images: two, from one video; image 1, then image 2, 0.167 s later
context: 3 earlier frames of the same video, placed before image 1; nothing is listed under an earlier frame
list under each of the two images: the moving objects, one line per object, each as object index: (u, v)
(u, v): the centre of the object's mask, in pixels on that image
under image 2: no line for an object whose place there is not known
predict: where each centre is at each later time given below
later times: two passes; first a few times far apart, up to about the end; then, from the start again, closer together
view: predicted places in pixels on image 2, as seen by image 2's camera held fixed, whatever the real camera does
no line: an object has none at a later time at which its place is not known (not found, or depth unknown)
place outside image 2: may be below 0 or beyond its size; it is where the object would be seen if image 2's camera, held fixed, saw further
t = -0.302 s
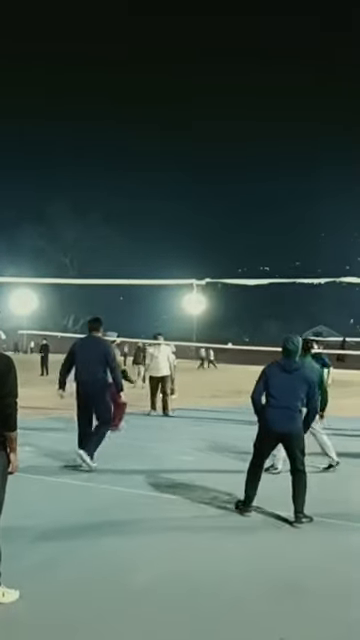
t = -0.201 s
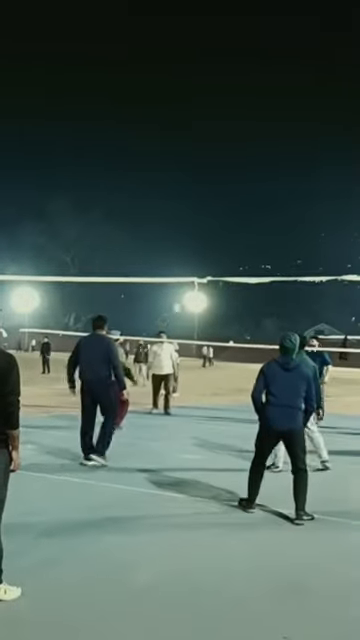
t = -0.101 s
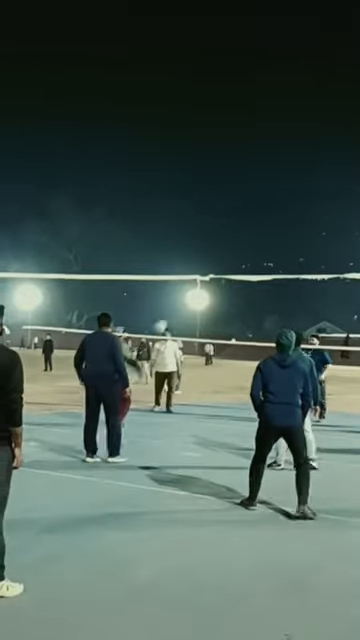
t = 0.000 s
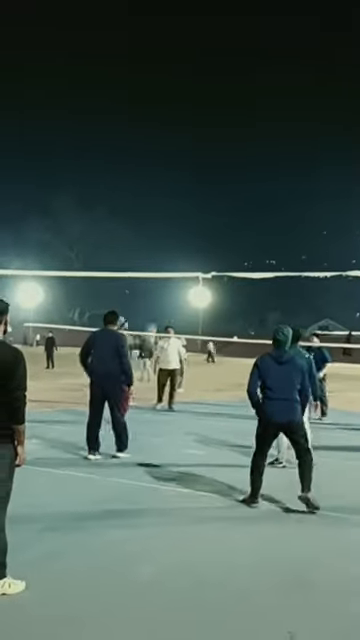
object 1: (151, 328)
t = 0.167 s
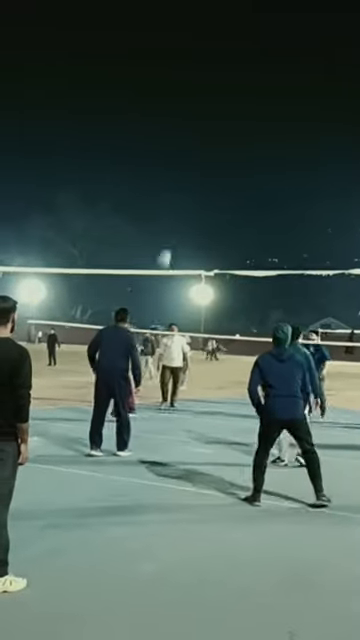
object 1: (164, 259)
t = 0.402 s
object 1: (181, 185)
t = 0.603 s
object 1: (194, 147)
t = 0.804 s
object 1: (207, 132)
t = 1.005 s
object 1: (220, 143)
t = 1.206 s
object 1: (232, 181)
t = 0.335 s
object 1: (176, 203)
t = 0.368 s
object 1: (179, 194)
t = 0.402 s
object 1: (181, 185)
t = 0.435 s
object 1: (183, 177)
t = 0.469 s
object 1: (185, 170)
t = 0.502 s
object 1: (187, 163)
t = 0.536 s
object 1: (190, 156)
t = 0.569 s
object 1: (192, 151)
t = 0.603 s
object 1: (194, 147)
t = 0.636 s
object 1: (196, 142)
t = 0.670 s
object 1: (198, 139)
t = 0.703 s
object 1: (201, 137)
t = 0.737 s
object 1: (203, 134)
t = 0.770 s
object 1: (205, 133)
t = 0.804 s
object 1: (207, 132)
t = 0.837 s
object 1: (209, 132)
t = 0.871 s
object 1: (211, 133)
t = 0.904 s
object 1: (213, 134)
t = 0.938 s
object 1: (215, 136)
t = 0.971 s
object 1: (218, 139)
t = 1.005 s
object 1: (220, 143)
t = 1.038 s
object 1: (222, 147)
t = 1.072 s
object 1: (224, 152)
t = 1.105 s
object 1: (226, 158)
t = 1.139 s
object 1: (228, 165)
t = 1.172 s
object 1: (230, 173)
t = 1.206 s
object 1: (232, 181)
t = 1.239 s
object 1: (233, 190)
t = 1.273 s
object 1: (236, 200)
